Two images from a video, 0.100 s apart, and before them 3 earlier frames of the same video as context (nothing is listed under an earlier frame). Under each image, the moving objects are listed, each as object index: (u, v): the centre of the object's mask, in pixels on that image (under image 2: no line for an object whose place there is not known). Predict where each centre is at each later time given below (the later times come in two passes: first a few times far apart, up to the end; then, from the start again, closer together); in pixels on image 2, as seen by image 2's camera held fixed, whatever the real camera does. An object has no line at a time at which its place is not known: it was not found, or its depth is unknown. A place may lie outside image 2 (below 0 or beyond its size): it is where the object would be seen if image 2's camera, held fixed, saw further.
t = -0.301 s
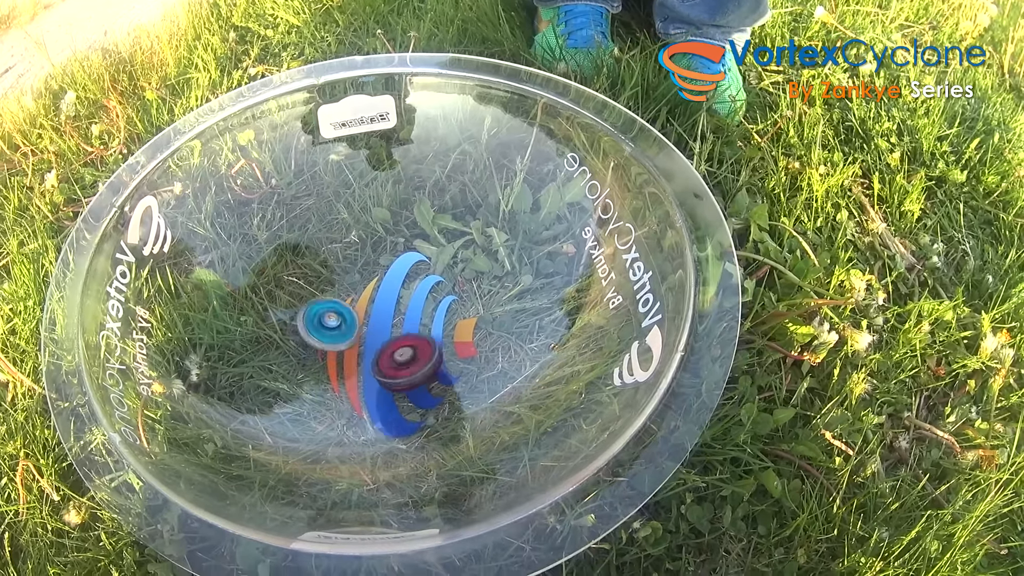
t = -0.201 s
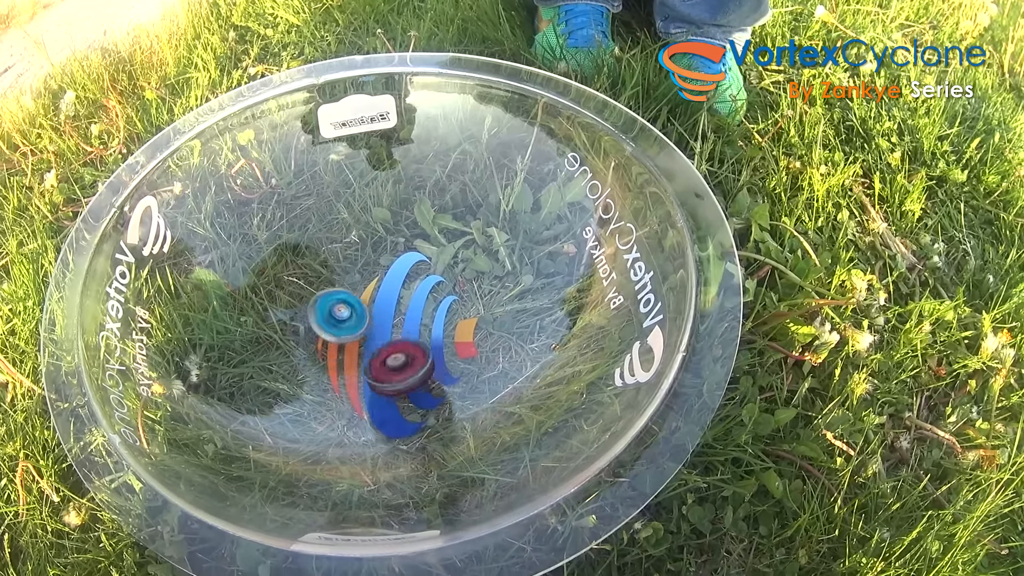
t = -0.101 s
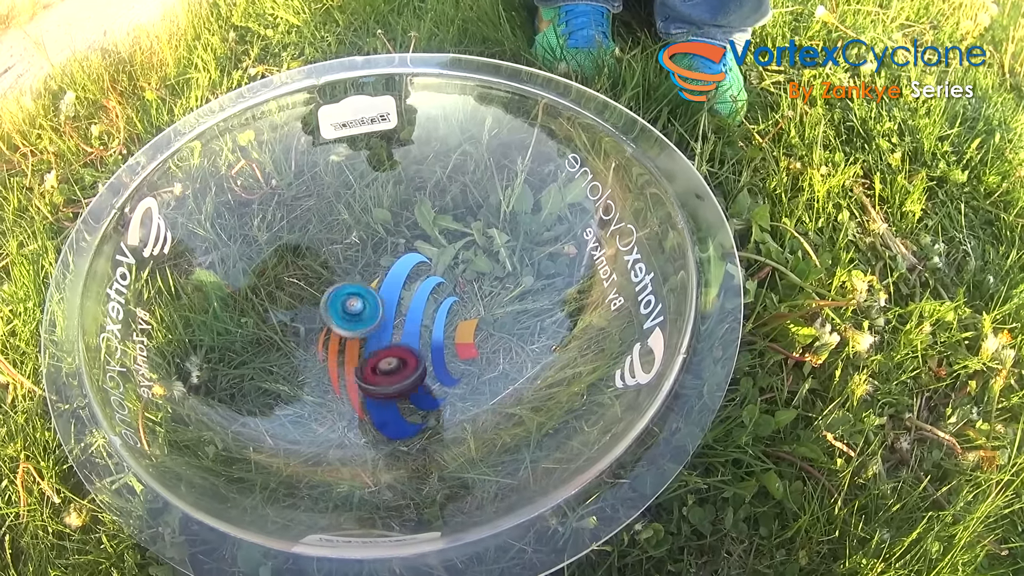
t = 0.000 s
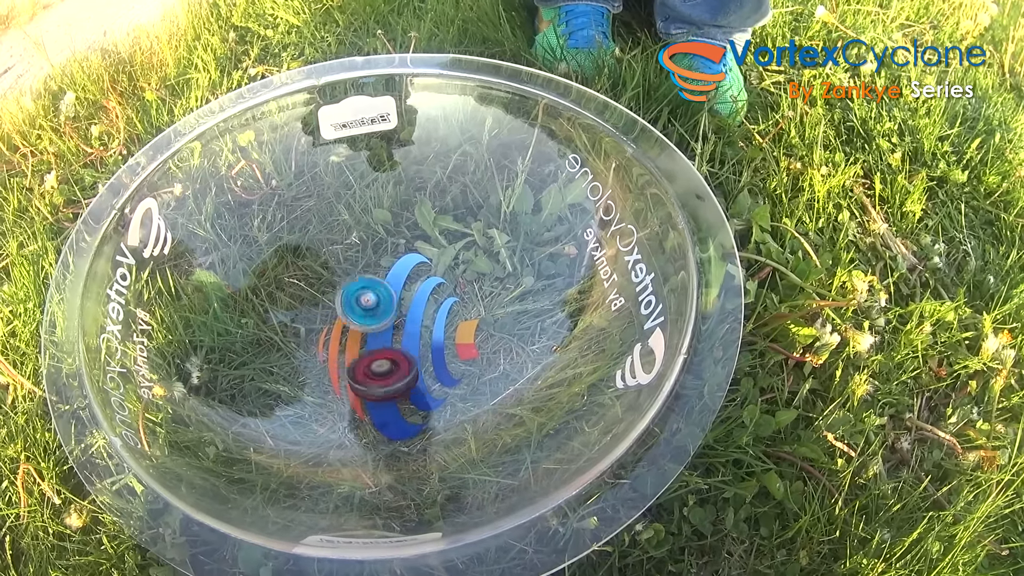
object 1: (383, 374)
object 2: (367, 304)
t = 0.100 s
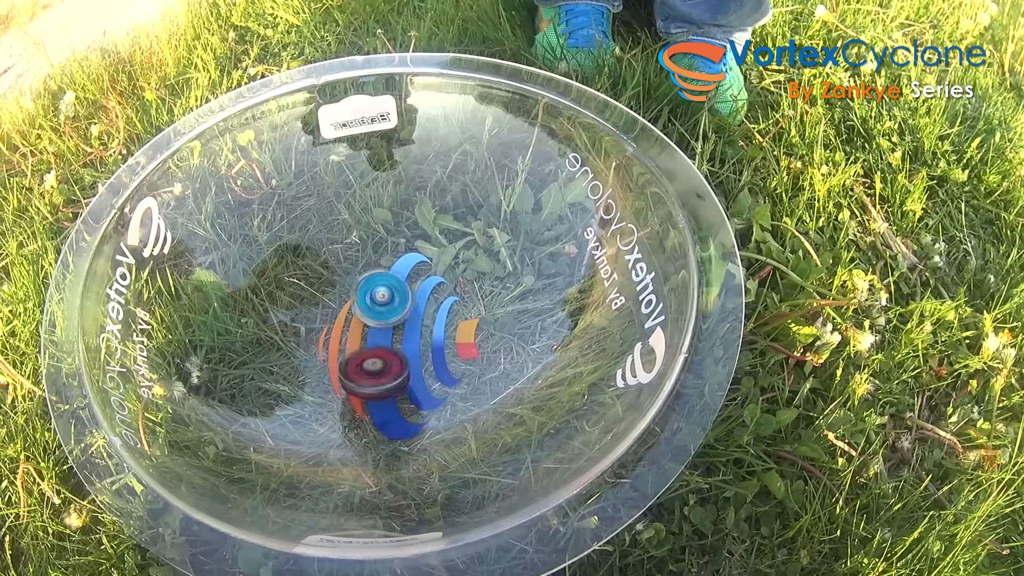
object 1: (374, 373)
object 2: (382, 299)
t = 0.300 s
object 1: (362, 365)
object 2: (411, 296)
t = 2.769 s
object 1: (362, 362)
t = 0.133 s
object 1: (372, 372)
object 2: (387, 298)
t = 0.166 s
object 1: (369, 370)
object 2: (393, 296)
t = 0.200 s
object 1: (368, 369)
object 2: (397, 296)
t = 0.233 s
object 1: (365, 368)
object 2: (402, 296)
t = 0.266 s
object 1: (364, 367)
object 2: (406, 295)
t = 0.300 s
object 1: (362, 365)
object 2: (411, 296)
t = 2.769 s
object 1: (362, 362)
